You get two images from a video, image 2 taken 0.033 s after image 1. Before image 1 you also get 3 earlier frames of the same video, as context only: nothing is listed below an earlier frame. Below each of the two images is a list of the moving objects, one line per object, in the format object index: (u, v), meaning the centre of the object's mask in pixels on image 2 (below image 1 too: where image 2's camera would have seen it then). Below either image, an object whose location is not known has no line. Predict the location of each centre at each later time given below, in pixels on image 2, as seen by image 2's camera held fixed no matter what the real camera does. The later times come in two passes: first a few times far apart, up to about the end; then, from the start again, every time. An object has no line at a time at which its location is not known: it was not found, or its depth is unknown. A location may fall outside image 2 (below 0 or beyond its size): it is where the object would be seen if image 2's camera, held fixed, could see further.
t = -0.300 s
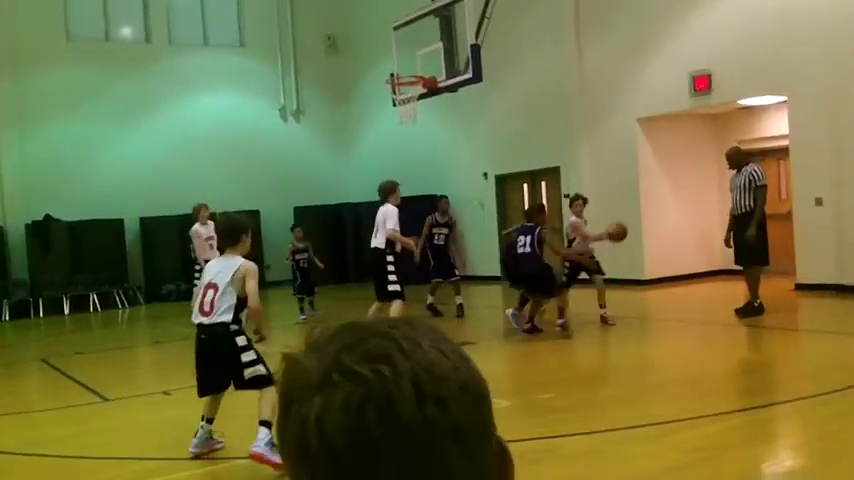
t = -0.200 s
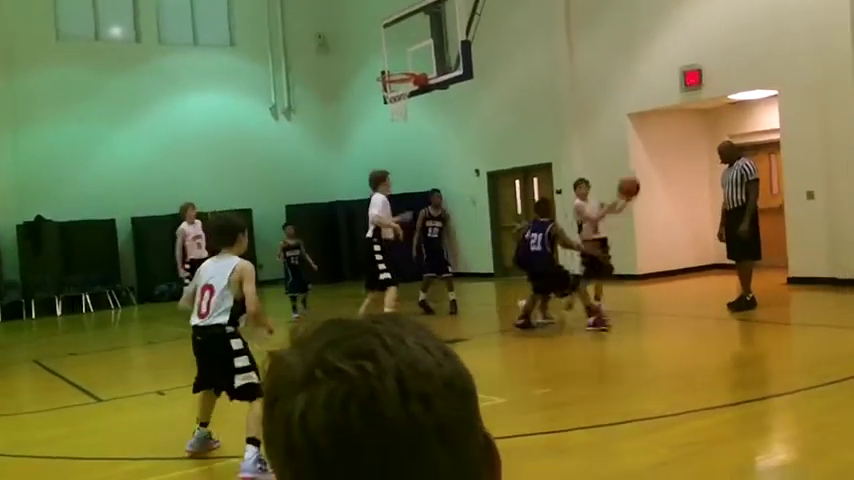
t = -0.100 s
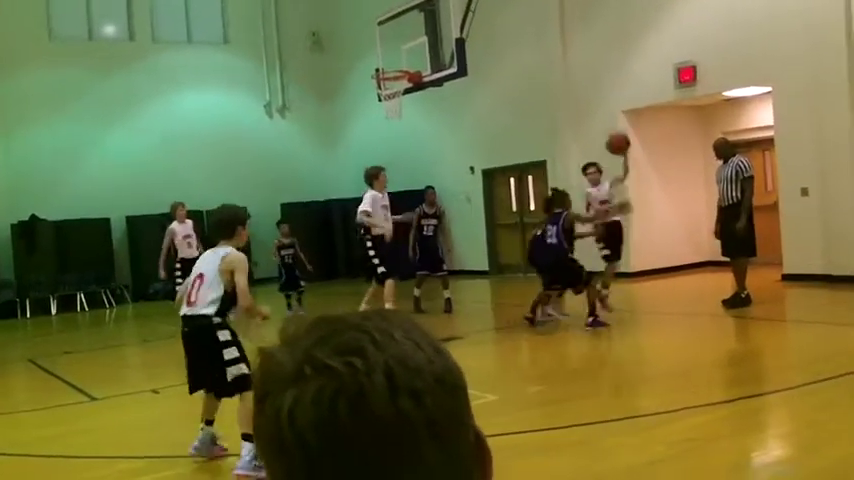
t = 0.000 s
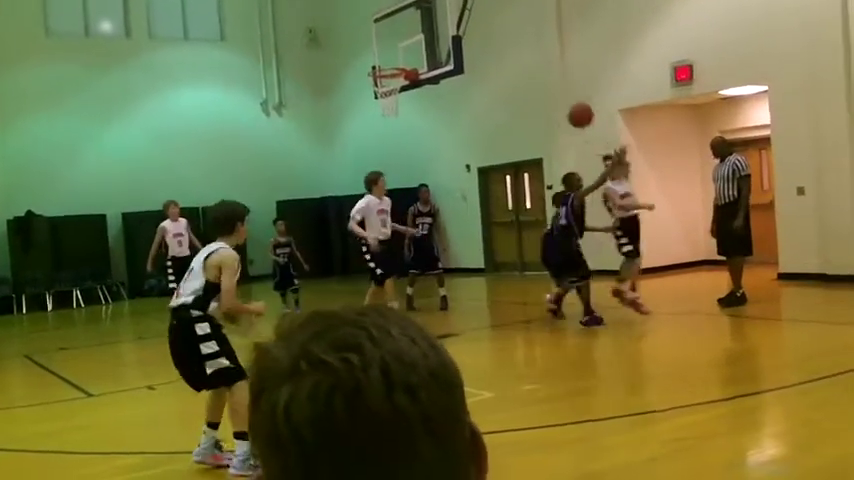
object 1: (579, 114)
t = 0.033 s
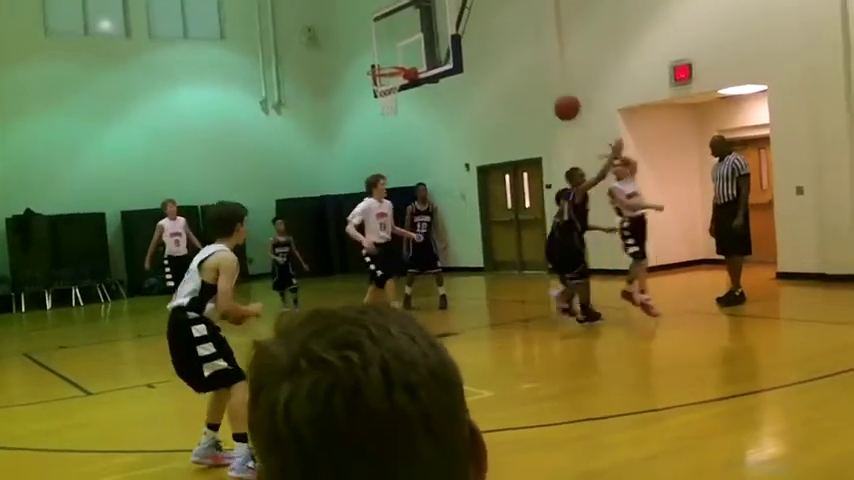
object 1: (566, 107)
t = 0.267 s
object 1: (464, 87)
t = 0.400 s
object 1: (392, 105)
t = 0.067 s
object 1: (553, 101)
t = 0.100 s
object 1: (539, 96)
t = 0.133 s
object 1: (525, 92)
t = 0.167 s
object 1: (511, 88)
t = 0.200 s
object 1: (495, 86)
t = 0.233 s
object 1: (479, 86)
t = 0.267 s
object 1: (464, 87)
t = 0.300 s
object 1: (447, 89)
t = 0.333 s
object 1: (430, 93)
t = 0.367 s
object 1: (411, 98)
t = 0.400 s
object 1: (392, 105)
